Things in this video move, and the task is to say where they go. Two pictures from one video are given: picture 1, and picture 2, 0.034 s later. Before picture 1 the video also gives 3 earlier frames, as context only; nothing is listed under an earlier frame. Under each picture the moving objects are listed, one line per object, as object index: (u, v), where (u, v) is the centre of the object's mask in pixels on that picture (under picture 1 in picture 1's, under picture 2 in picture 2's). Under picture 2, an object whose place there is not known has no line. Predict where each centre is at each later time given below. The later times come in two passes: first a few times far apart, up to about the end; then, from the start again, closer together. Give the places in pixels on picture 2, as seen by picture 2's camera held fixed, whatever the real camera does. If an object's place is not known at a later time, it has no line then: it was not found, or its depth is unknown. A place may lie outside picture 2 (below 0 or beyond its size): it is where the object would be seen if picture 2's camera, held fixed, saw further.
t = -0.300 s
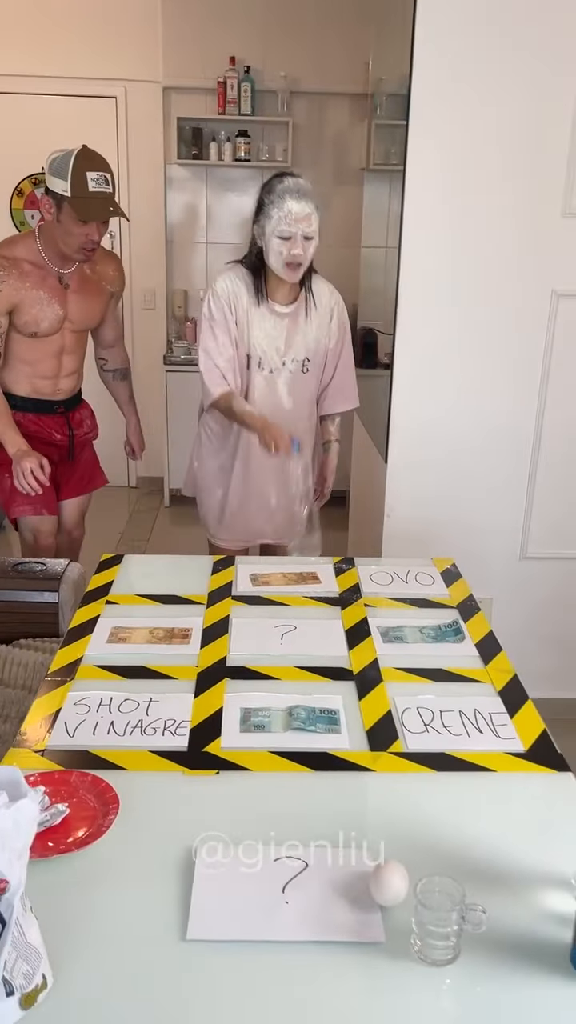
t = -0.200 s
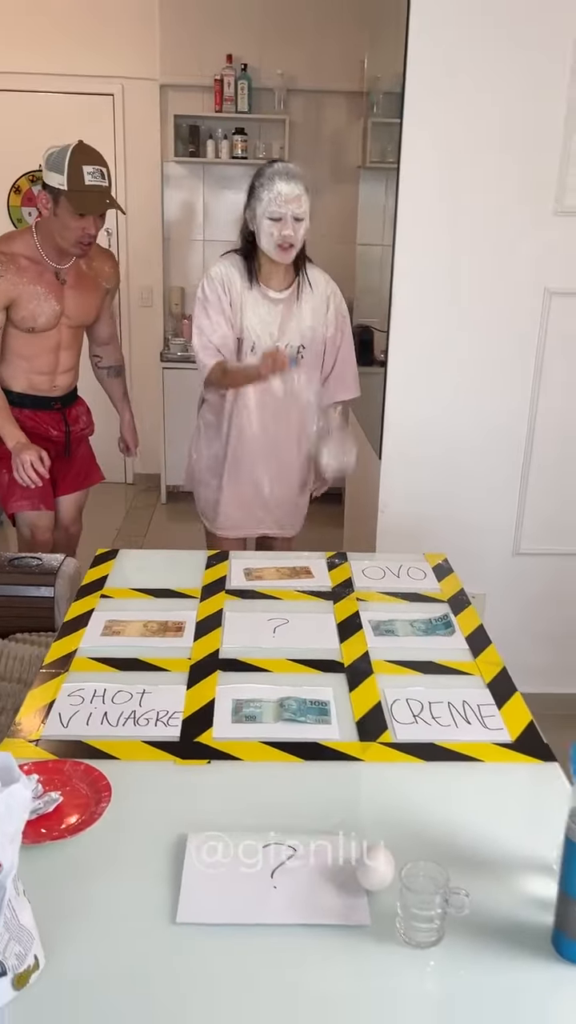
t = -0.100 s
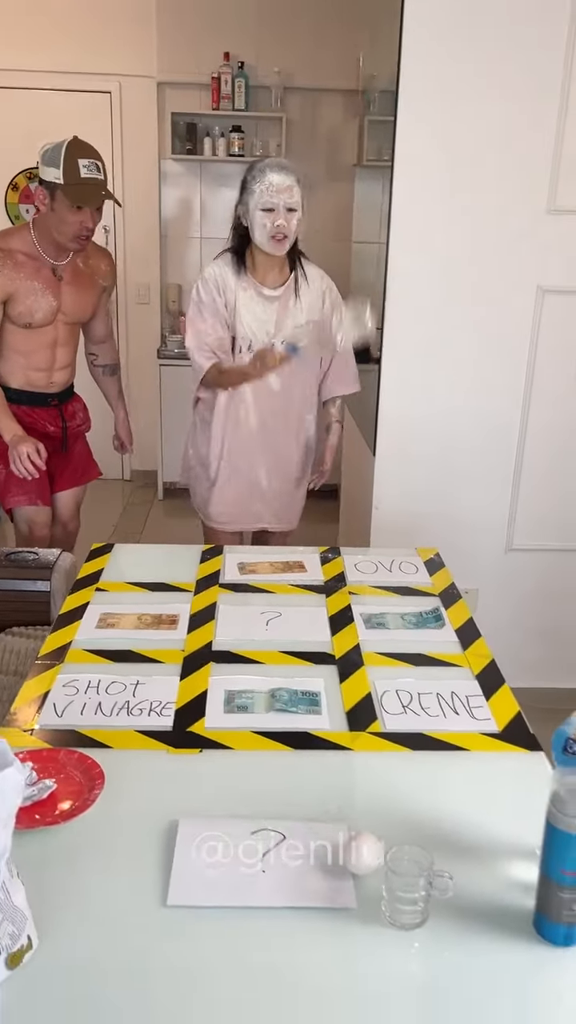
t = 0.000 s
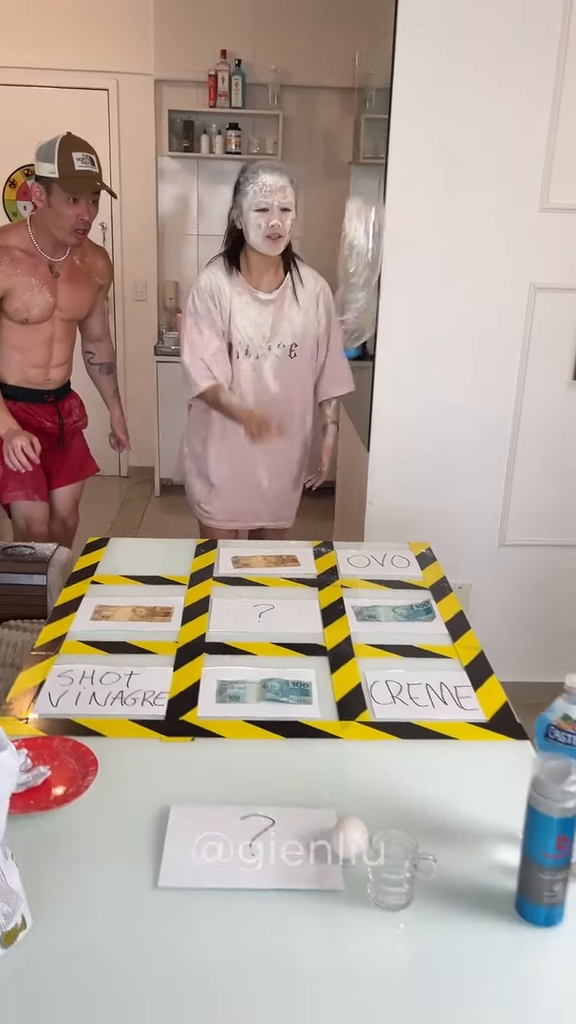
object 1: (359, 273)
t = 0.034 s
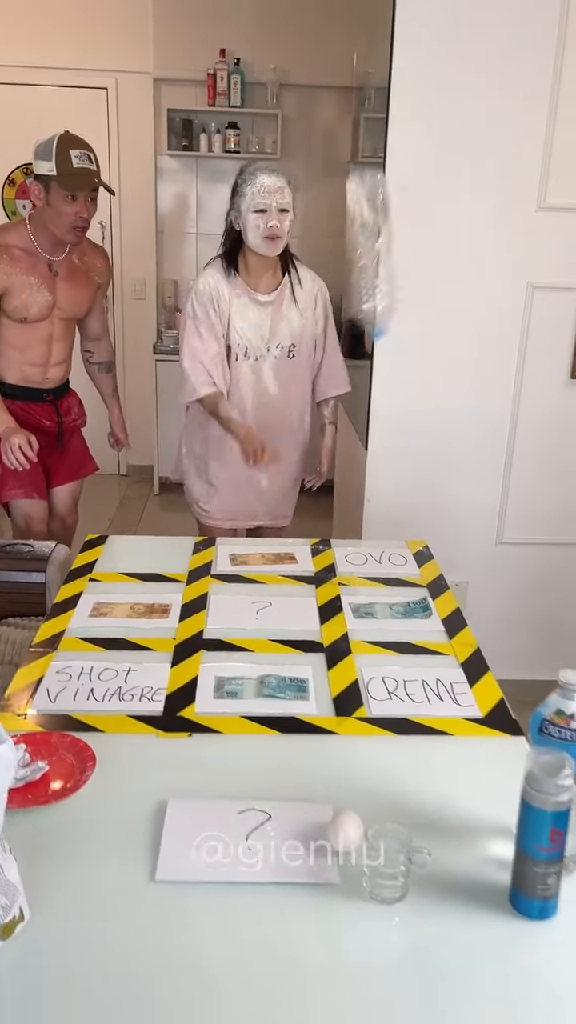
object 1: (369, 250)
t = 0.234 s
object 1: (445, 155)
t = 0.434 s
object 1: (426, 345)
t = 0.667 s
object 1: (413, 586)
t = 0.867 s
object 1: (370, 633)
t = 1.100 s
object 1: (360, 648)
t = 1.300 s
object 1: (350, 658)
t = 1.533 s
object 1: (343, 668)
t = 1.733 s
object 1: (339, 674)
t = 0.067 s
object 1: (386, 229)
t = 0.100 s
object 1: (401, 207)
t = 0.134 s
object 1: (412, 185)
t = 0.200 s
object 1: (439, 159)
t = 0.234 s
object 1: (445, 155)
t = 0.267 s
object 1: (438, 163)
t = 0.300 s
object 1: (434, 180)
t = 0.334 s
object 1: (436, 209)
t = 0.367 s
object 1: (429, 246)
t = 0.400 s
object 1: (428, 294)
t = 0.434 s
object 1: (426, 345)
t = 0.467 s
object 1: (425, 406)
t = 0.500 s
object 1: (426, 472)
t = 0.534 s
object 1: (428, 541)
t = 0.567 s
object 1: (436, 574)
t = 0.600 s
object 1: (414, 566)
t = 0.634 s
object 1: (420, 581)
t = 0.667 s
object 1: (413, 586)
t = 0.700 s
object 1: (396, 587)
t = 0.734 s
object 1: (391, 601)
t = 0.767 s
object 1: (384, 620)
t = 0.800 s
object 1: (378, 630)
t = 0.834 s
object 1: (372, 632)
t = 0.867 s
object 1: (370, 633)
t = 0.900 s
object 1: (369, 635)
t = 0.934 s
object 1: (368, 638)
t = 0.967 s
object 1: (366, 641)
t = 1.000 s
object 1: (364, 642)
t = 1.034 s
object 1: (363, 643)
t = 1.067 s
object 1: (361, 645)
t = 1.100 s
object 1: (360, 648)
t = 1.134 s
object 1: (360, 649)
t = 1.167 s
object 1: (359, 649)
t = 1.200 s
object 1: (357, 650)
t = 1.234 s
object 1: (355, 654)
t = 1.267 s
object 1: (352, 657)
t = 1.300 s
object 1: (350, 658)
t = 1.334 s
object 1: (350, 659)
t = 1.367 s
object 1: (348, 660)
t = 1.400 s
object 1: (348, 661)
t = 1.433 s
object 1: (347, 661)
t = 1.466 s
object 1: (347, 663)
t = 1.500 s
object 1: (345, 665)
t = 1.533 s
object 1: (343, 668)
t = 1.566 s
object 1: (343, 669)
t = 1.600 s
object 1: (342, 669)
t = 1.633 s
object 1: (343, 669)
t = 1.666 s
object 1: (342, 669)
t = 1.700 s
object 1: (342, 670)
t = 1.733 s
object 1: (339, 674)
